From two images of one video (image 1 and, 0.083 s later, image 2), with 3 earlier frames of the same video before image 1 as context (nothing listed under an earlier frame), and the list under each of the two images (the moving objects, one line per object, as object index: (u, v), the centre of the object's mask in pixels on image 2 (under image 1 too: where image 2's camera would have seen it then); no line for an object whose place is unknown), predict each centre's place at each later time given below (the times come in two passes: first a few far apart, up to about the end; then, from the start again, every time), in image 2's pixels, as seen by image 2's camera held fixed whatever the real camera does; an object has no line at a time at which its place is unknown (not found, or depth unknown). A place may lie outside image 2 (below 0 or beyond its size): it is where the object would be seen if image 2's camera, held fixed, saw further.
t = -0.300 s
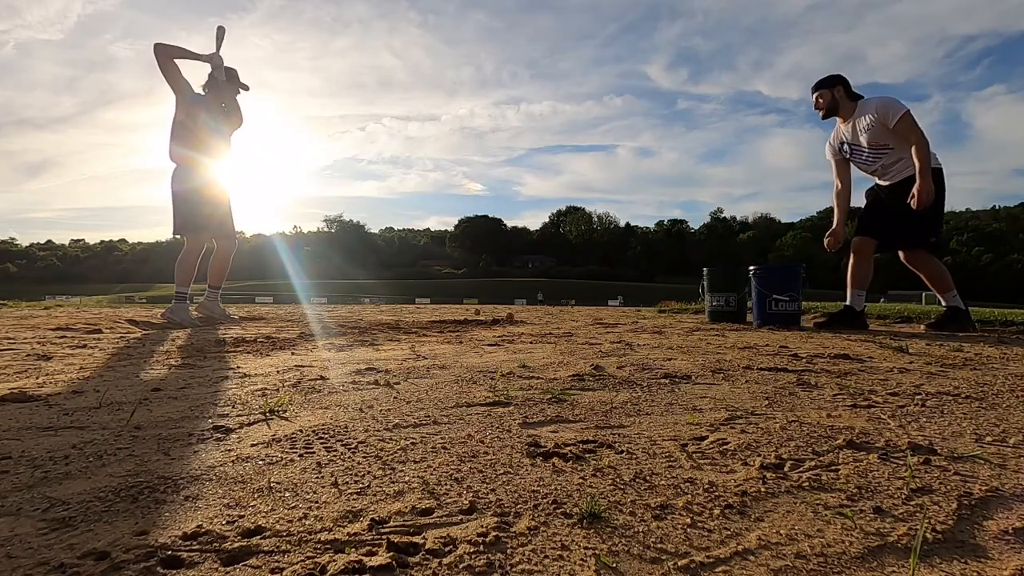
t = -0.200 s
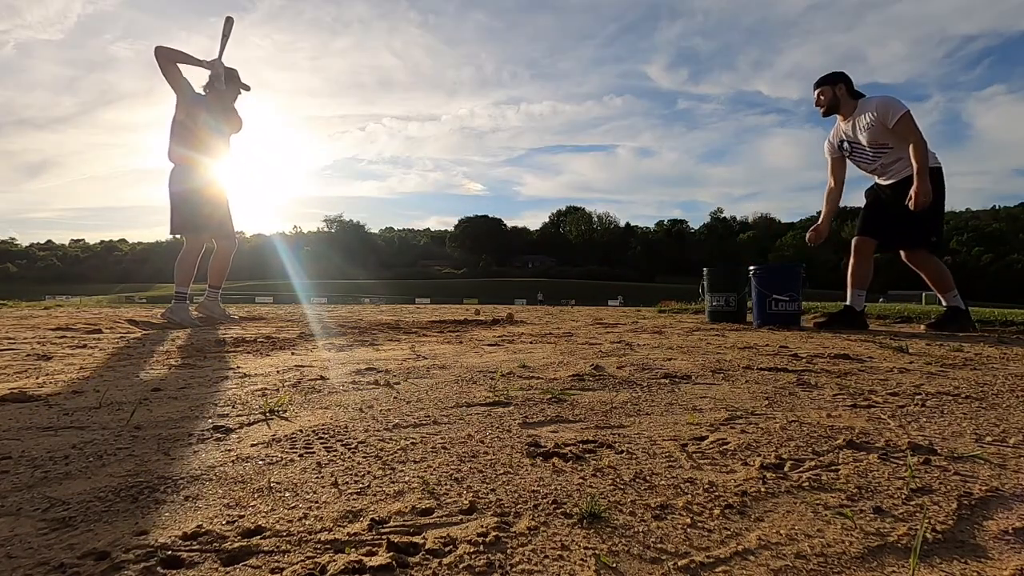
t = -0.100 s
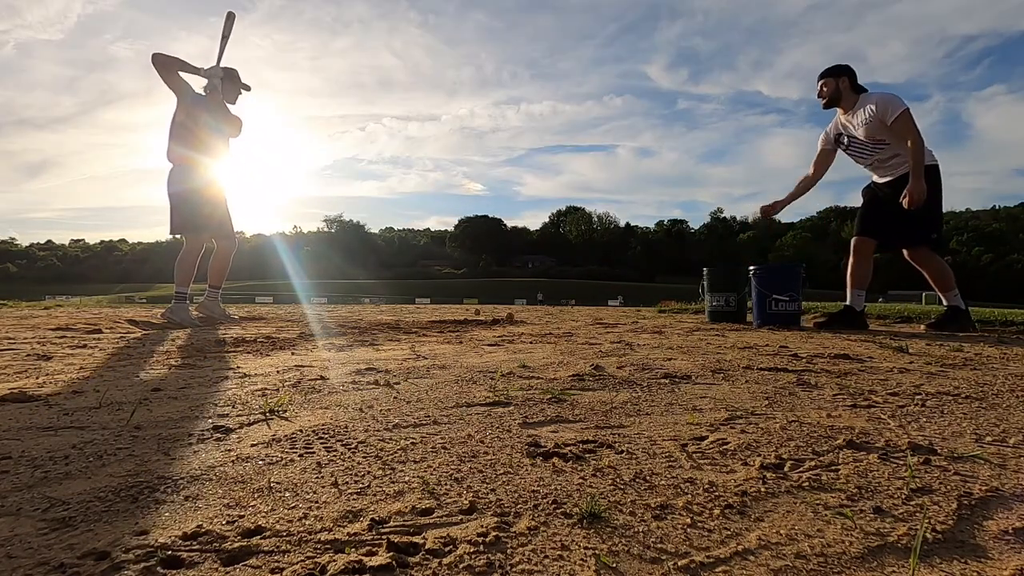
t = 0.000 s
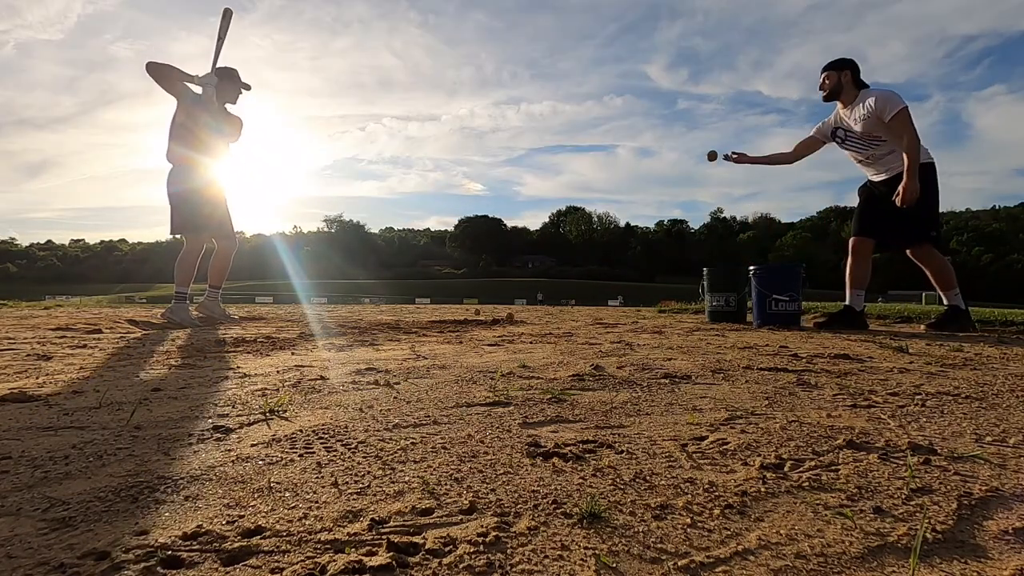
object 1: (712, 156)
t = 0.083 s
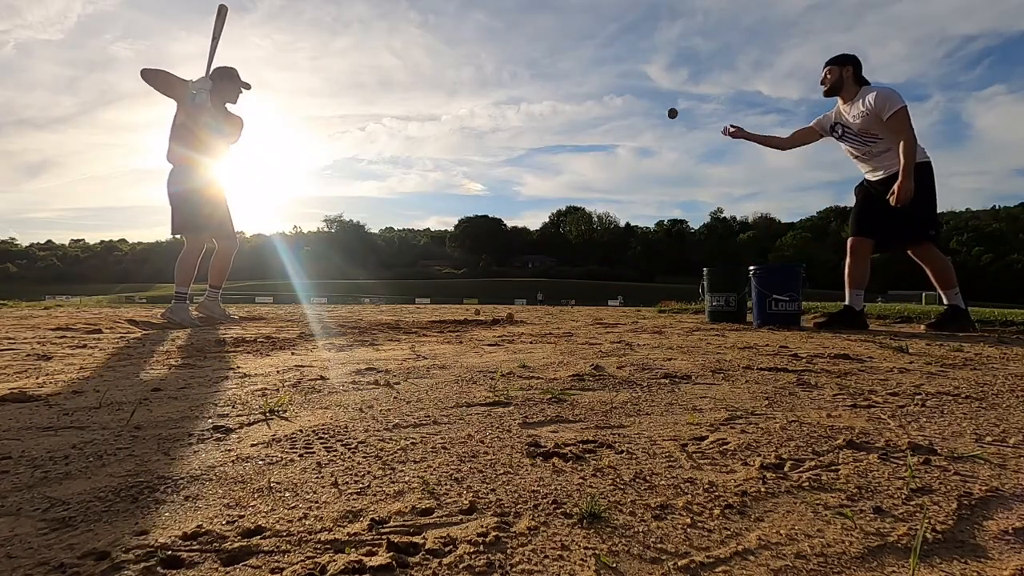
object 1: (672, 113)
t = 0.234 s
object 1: (606, 67)
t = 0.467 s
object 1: (511, 62)
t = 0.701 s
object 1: (424, 130)
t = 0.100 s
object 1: (665, 106)
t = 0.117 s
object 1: (657, 100)
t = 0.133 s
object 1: (649, 94)
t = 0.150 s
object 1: (642, 88)
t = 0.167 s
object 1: (634, 83)
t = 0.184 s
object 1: (627, 78)
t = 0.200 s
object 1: (620, 74)
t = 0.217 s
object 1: (613, 70)
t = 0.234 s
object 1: (606, 67)
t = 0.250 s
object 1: (598, 64)
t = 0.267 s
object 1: (591, 61)
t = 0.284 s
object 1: (584, 59)
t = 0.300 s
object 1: (577, 58)
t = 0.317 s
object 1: (570, 56)
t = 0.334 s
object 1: (564, 55)
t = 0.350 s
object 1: (557, 55)
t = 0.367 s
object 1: (550, 55)
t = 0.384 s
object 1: (543, 55)
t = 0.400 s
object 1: (537, 56)
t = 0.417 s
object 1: (530, 57)
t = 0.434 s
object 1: (524, 58)
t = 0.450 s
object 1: (517, 60)
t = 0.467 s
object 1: (511, 62)
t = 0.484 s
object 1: (504, 65)
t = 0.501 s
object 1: (498, 68)
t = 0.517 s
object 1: (492, 71)
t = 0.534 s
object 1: (485, 75)
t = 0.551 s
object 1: (479, 79)
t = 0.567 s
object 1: (473, 83)
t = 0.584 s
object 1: (467, 88)
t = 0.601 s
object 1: (461, 93)
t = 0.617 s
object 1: (454, 98)
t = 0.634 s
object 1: (448, 104)
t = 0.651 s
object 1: (442, 110)
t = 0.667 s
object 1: (436, 116)
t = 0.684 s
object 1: (430, 123)
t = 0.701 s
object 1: (424, 130)
